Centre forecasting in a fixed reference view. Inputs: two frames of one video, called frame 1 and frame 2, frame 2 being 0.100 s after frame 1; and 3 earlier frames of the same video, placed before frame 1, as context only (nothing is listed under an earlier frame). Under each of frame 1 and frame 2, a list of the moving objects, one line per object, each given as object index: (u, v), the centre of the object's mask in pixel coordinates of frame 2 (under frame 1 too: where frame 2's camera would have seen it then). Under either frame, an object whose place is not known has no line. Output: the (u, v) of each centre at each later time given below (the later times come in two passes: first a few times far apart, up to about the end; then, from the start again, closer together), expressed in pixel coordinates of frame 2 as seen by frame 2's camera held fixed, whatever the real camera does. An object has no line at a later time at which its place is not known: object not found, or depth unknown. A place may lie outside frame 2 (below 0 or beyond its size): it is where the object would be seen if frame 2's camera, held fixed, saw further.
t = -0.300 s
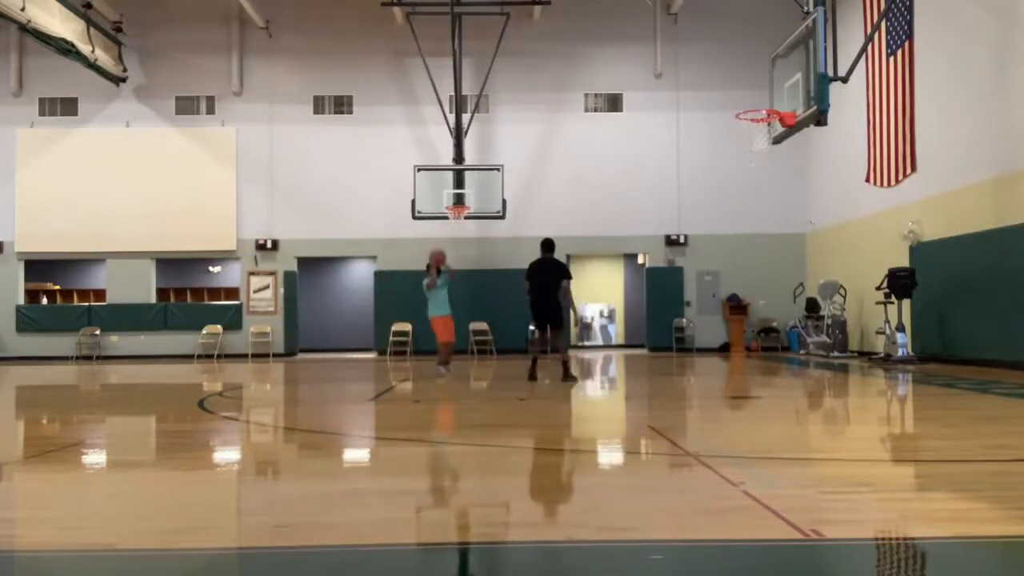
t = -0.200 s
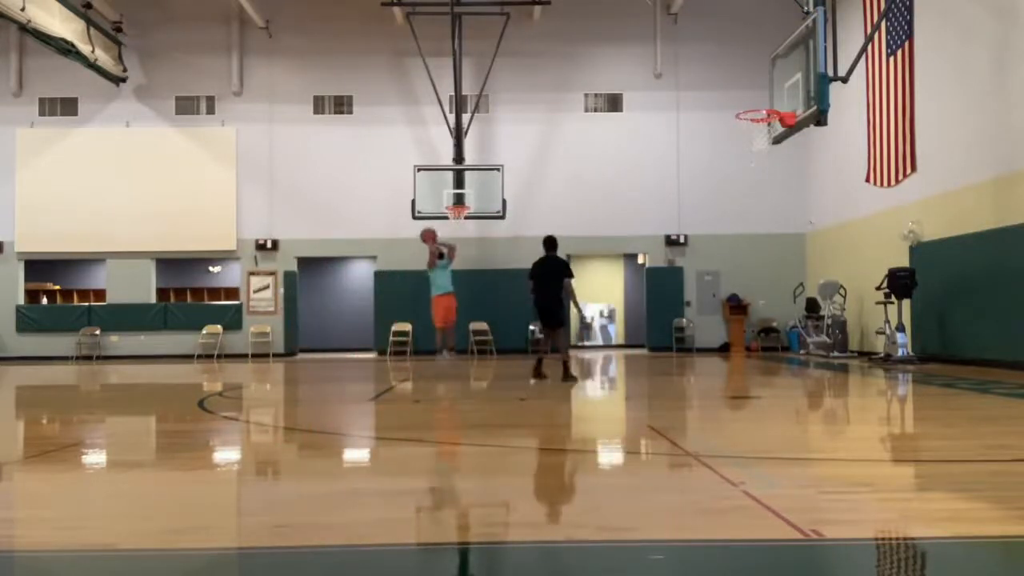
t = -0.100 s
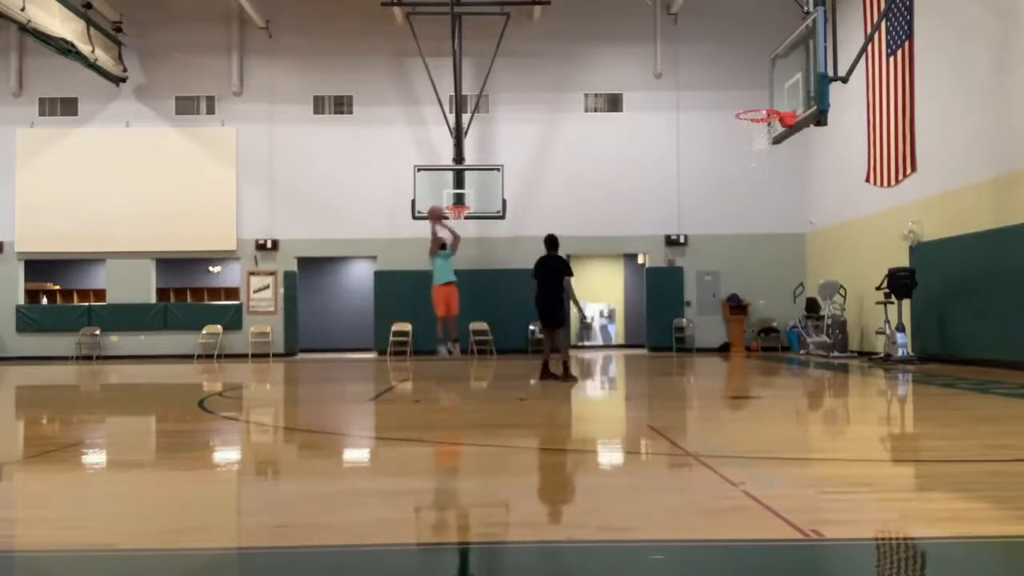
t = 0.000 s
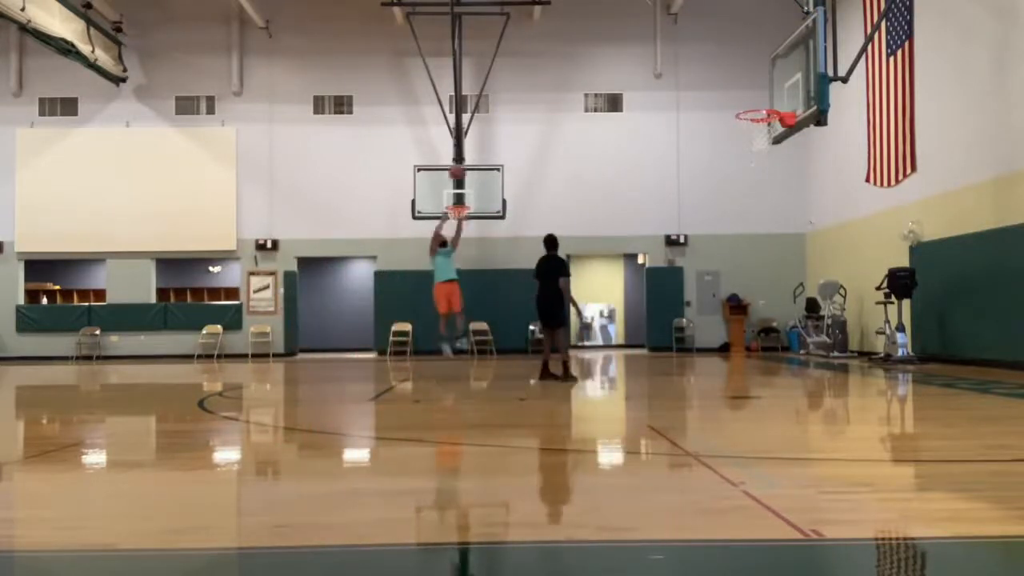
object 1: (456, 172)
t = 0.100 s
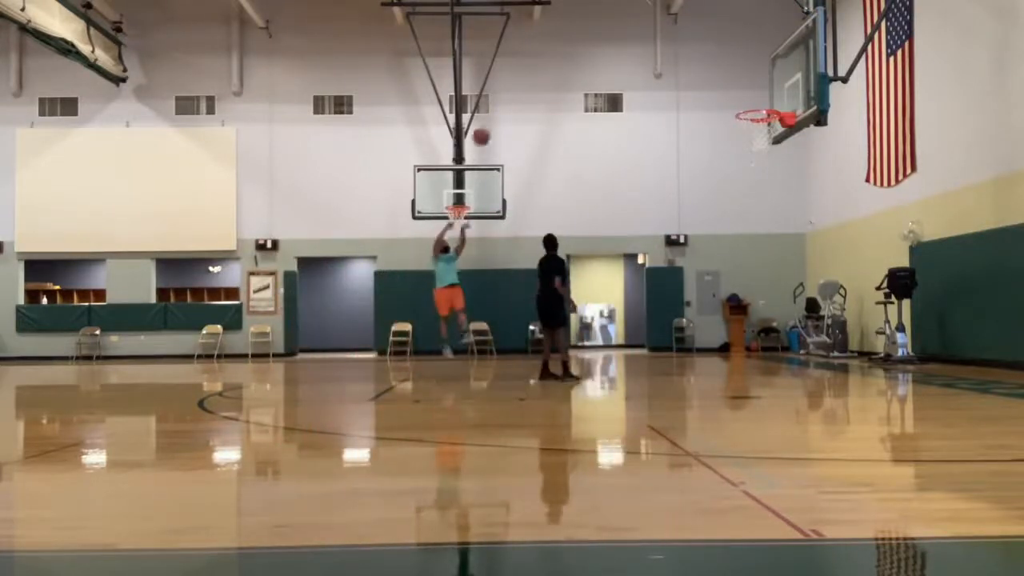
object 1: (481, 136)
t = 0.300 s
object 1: (530, 83)
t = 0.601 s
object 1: (611, 55)
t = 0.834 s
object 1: (681, 82)
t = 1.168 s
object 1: (794, 211)
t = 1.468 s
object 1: (899, 347)
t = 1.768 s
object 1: (951, 203)
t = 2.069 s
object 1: (1009, 150)
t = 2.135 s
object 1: (1017, 150)
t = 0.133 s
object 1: (489, 126)
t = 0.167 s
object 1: (497, 115)
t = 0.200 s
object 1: (505, 106)
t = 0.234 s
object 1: (513, 98)
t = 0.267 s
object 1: (522, 89)
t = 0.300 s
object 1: (530, 83)
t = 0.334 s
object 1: (539, 76)
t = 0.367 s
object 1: (547, 71)
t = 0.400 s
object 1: (556, 66)
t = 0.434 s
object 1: (565, 62)
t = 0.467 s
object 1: (574, 59)
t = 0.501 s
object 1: (583, 57)
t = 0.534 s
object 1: (592, 55)
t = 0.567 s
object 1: (601, 54)
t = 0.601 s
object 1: (611, 55)
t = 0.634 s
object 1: (620, 55)
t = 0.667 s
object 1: (630, 58)
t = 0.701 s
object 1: (641, 60)
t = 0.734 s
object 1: (650, 64)
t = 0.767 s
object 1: (660, 69)
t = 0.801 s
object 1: (671, 75)
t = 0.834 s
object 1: (681, 82)
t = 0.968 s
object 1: (724, 120)
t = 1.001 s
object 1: (735, 132)
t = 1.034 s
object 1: (746, 145)
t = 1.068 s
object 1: (757, 160)
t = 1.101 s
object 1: (769, 175)
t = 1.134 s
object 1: (781, 192)
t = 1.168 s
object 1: (794, 211)
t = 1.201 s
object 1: (805, 230)
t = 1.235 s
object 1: (819, 251)
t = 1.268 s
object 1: (831, 272)
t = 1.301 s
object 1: (845, 296)
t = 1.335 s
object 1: (858, 320)
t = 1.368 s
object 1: (870, 347)
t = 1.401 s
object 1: (884, 372)
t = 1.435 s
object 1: (892, 368)
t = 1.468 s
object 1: (899, 347)
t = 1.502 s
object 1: (904, 326)
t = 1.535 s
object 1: (910, 307)
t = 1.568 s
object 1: (914, 288)
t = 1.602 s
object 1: (920, 272)
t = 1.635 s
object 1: (926, 256)
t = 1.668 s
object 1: (933, 241)
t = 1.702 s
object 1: (939, 228)
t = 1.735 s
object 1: (945, 215)
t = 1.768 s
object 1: (951, 203)
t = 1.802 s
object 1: (957, 193)
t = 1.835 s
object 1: (963, 184)
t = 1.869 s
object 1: (970, 175)
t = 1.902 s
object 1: (976, 169)
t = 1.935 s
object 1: (983, 162)
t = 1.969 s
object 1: (989, 158)
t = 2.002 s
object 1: (996, 154)
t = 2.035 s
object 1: (1003, 151)
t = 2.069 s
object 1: (1009, 150)
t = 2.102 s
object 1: (1013, 150)
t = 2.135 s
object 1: (1017, 150)
